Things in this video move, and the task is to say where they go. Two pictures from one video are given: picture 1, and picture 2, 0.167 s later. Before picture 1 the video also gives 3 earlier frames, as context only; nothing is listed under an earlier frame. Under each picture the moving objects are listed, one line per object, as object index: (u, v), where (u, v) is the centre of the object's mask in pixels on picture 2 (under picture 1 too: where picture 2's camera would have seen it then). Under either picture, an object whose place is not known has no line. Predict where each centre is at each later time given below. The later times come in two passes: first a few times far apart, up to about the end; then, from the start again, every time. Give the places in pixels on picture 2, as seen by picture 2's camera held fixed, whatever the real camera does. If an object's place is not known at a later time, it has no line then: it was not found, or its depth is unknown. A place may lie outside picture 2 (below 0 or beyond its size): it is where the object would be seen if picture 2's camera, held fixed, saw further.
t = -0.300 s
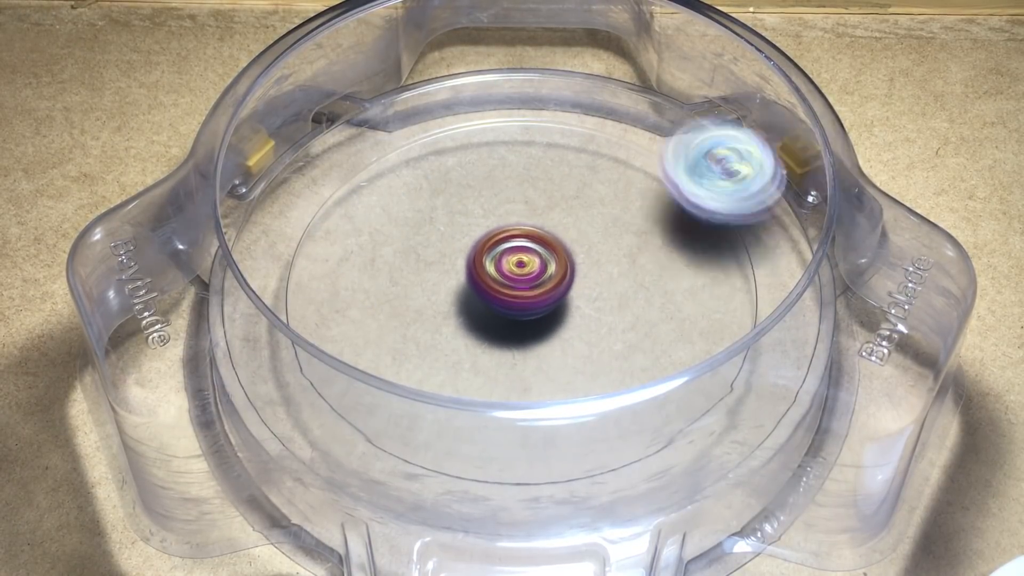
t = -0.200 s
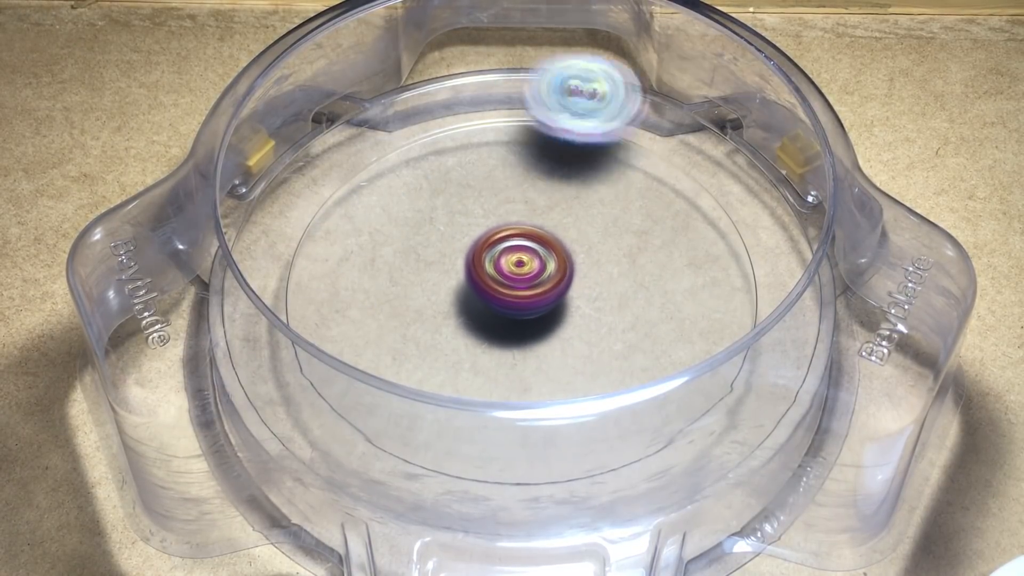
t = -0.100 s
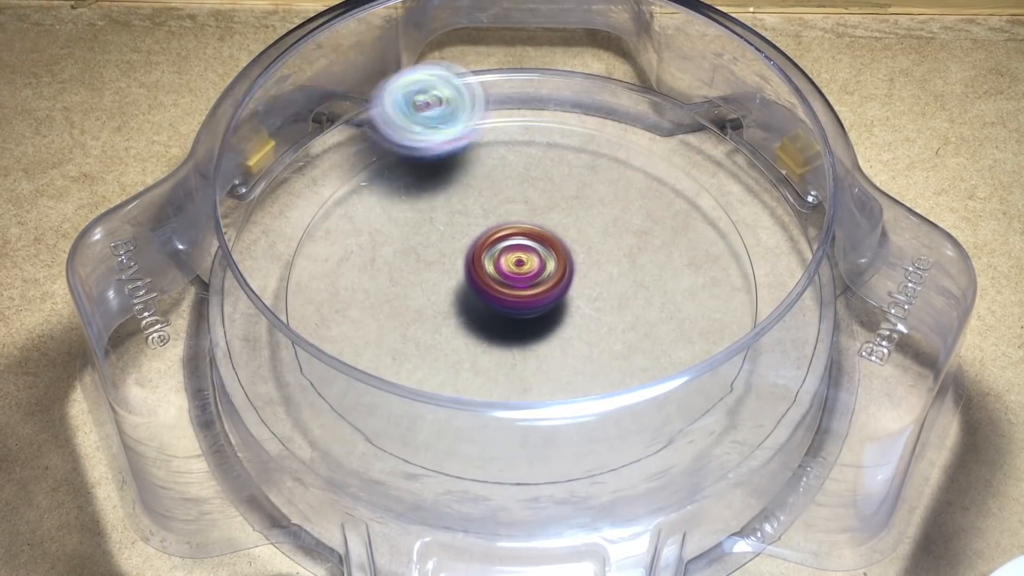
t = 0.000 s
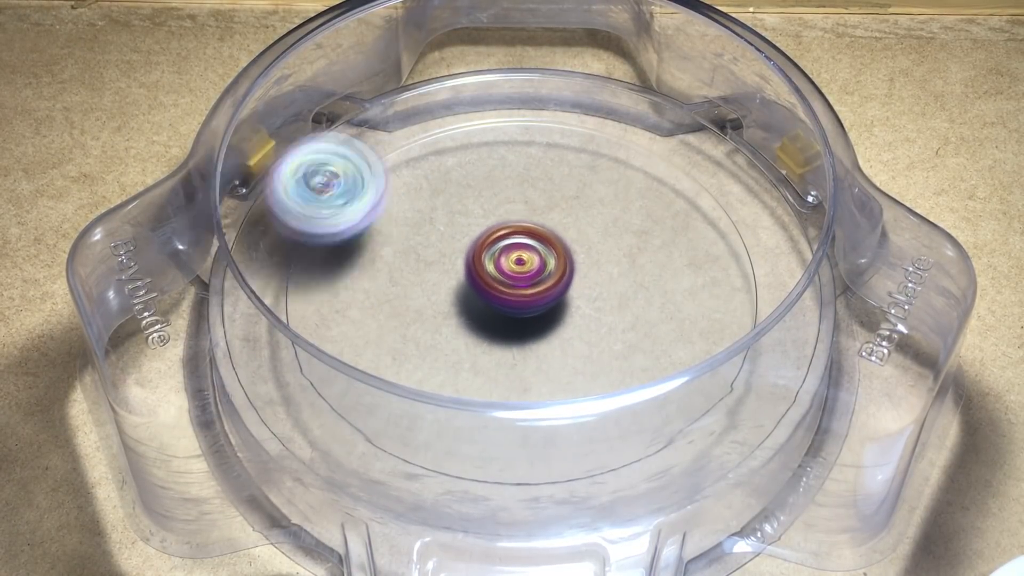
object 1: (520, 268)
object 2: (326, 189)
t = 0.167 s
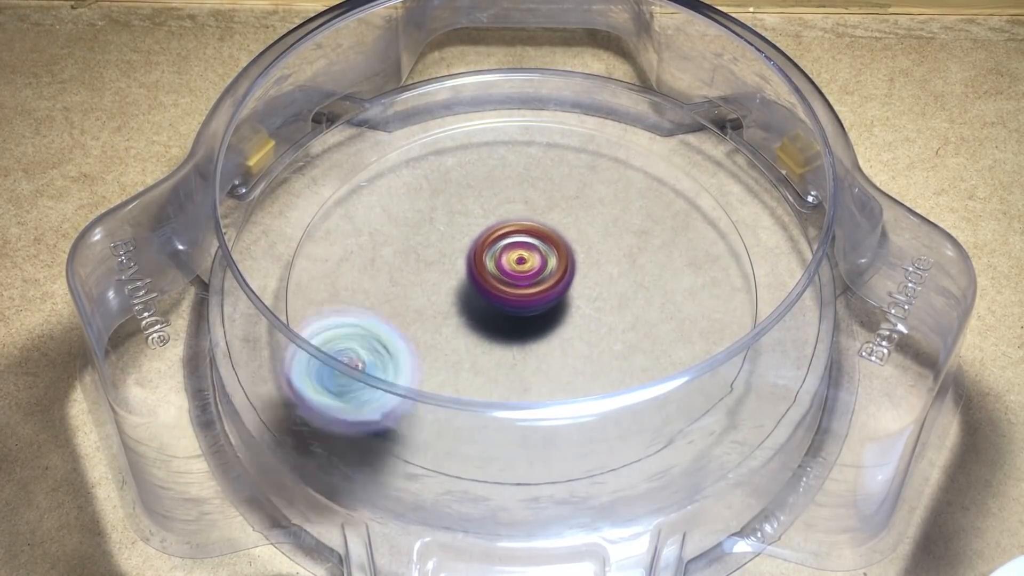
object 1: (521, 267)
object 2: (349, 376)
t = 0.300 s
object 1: (521, 265)
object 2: (547, 440)
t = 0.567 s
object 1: (523, 264)
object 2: (712, 169)
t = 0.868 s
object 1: (526, 266)
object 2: (329, 179)
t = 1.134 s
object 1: (527, 270)
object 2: (462, 427)
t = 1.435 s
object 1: (528, 271)
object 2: (745, 215)
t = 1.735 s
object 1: (525, 271)
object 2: (431, 111)
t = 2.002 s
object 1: (525, 270)
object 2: (350, 321)
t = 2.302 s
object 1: (520, 270)
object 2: (634, 341)
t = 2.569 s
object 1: (514, 265)
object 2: (569, 177)
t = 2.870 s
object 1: (522, 266)
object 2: (379, 262)
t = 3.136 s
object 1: (542, 253)
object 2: (517, 354)
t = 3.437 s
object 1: (549, 224)
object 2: (567, 318)
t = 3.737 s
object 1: (553, 148)
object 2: (515, 359)
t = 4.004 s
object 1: (536, 192)
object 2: (530, 320)
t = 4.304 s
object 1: (589, 163)
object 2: (442, 328)
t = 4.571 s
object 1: (566, 221)
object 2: (492, 292)
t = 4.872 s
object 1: (572, 277)
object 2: (450, 272)
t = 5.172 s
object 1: (545, 342)
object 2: (498, 250)
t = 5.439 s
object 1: (518, 347)
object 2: (535, 253)
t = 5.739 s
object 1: (469, 305)
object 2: (556, 248)
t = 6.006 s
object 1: (429, 242)
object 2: (565, 249)
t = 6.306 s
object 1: (446, 214)
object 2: (536, 271)
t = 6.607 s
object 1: (527, 212)
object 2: (531, 309)
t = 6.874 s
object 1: (623, 228)
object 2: (515, 306)
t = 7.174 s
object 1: (628, 250)
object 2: (498, 272)
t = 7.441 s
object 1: (576, 316)
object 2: (485, 234)
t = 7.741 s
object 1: (475, 363)
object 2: (490, 222)
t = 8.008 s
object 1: (466, 343)
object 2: (529, 239)
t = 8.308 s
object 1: (389, 273)
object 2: (625, 249)
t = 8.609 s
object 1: (457, 200)
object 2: (589, 284)
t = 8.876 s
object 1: (534, 173)
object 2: (533, 281)
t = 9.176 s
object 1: (617, 182)
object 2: (506, 258)
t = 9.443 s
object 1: (653, 258)
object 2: (533, 247)
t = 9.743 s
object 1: (635, 353)
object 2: (547, 275)
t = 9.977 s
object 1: (581, 398)
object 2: (504, 287)
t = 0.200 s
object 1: (521, 266)
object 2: (389, 402)
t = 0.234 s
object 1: (521, 266)
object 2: (433, 420)
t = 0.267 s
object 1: (521, 266)
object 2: (488, 437)
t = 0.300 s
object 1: (521, 265)
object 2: (547, 440)
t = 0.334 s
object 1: (521, 264)
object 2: (612, 433)
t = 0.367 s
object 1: (521, 264)
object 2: (662, 406)
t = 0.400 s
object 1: (522, 264)
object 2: (708, 375)
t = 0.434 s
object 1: (522, 264)
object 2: (739, 341)
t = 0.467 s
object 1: (522, 264)
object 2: (751, 294)
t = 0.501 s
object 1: (523, 264)
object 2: (750, 253)
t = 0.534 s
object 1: (523, 264)
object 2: (738, 209)
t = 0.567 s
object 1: (523, 264)
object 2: (712, 169)
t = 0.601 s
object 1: (522, 265)
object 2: (674, 136)
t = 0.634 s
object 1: (523, 265)
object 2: (629, 114)
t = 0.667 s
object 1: (523, 265)
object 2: (580, 102)
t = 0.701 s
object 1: (523, 265)
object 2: (532, 97)
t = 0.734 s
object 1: (524, 266)
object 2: (484, 100)
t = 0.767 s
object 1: (524, 266)
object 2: (437, 110)
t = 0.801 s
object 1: (525, 266)
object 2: (393, 128)
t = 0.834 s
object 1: (526, 266)
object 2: (358, 150)
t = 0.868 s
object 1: (526, 266)
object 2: (329, 179)
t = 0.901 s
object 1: (526, 266)
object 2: (308, 213)
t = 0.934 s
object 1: (527, 266)
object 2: (299, 250)
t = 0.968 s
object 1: (527, 266)
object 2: (301, 285)
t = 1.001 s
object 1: (527, 267)
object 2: (313, 323)
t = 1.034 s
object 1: (527, 267)
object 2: (339, 355)
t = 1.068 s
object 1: (527, 268)
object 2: (372, 389)
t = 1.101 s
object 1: (527, 269)
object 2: (414, 415)
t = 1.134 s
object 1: (527, 270)
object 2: (462, 427)
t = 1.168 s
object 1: (528, 271)
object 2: (509, 441)
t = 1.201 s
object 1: (528, 271)
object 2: (568, 441)
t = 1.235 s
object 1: (528, 271)
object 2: (619, 429)
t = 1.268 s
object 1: (528, 271)
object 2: (669, 407)
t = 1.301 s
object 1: (529, 271)
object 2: (707, 371)
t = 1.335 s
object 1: (529, 271)
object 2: (731, 338)
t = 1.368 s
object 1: (529, 271)
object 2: (738, 289)
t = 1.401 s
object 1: (529, 271)
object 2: (749, 255)
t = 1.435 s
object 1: (528, 271)
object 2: (745, 215)
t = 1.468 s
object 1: (528, 271)
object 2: (729, 185)
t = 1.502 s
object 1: (528, 271)
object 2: (697, 159)
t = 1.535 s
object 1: (527, 271)
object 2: (663, 136)
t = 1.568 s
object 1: (527, 270)
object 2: (628, 117)
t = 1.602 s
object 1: (527, 271)
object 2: (590, 105)
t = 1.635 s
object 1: (526, 271)
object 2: (553, 96)
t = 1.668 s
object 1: (526, 271)
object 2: (511, 95)
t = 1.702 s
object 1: (525, 272)
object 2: (470, 101)
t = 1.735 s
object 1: (525, 271)
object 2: (431, 111)
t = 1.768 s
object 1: (524, 272)
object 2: (396, 129)
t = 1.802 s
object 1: (524, 272)
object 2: (367, 151)
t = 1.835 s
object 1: (524, 272)
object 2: (343, 178)
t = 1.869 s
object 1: (524, 271)
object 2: (323, 207)
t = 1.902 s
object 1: (524, 271)
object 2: (315, 238)
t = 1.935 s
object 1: (524, 271)
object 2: (316, 271)
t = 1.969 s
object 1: (525, 270)
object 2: (329, 299)
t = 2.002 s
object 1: (525, 270)
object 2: (350, 321)
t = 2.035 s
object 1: (525, 270)
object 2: (369, 355)
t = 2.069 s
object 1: (525, 269)
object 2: (399, 372)
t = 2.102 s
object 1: (525, 268)
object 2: (428, 385)
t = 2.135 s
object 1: (525, 268)
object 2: (460, 389)
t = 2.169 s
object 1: (524, 268)
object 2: (499, 392)
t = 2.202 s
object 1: (523, 269)
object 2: (540, 372)
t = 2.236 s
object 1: (522, 269)
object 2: (575, 366)
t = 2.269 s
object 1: (521, 269)
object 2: (607, 357)
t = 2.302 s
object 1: (520, 270)
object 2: (634, 341)
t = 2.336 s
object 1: (519, 270)
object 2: (653, 320)
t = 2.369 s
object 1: (518, 270)
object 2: (662, 295)
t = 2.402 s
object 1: (517, 269)
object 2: (662, 272)
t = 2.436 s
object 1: (516, 268)
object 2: (654, 246)
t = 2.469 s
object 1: (516, 267)
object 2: (641, 224)
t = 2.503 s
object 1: (515, 267)
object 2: (621, 204)
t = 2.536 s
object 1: (514, 266)
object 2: (597, 189)
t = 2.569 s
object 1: (514, 265)
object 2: (569, 177)
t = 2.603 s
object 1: (514, 263)
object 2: (540, 170)
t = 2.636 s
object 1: (514, 262)
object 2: (510, 167)
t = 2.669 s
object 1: (514, 262)
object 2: (479, 170)
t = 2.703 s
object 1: (516, 262)
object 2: (451, 176)
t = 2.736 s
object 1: (517, 262)
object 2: (424, 187)
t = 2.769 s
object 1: (518, 262)
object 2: (404, 200)
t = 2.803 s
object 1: (520, 263)
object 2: (388, 220)
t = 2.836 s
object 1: (522, 264)
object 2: (379, 240)
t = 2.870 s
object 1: (522, 266)
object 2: (379, 262)
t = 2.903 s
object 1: (522, 267)
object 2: (384, 283)
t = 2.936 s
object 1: (522, 267)
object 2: (397, 301)
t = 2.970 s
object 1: (521, 267)
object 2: (417, 319)
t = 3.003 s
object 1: (522, 266)
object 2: (439, 331)
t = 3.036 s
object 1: (525, 263)
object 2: (460, 339)
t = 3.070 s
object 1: (533, 258)
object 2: (480, 348)
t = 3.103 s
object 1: (538, 256)
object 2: (499, 353)
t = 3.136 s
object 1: (542, 253)
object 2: (517, 354)
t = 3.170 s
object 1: (545, 251)
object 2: (534, 352)
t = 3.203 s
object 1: (547, 249)
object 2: (548, 348)
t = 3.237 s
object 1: (548, 248)
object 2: (558, 340)
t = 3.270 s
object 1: (550, 243)
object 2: (565, 334)
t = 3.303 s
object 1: (550, 239)
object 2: (569, 329)
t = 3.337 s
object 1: (551, 233)
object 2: (571, 326)
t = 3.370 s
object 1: (550, 229)
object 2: (571, 325)
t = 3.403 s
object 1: (550, 226)
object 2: (570, 322)
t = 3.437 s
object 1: (549, 224)
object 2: (567, 318)
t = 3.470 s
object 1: (549, 222)
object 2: (565, 313)
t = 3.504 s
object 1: (549, 219)
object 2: (561, 312)
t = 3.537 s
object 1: (549, 217)
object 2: (558, 310)
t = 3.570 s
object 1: (548, 216)
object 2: (553, 309)
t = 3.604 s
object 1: (551, 197)
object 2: (544, 324)
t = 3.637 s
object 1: (554, 178)
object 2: (535, 340)
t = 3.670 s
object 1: (554, 162)
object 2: (527, 350)
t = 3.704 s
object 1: (554, 154)
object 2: (520, 357)
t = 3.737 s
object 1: (553, 148)
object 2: (515, 359)
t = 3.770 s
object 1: (552, 148)
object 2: (512, 358)
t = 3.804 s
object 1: (549, 150)
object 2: (512, 358)
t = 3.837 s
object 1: (546, 154)
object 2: (514, 350)
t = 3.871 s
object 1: (544, 159)
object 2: (520, 344)
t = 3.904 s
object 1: (541, 166)
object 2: (525, 338)
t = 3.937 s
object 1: (539, 174)
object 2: (530, 332)
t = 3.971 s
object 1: (537, 183)
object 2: (532, 326)
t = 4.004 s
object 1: (536, 192)
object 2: (530, 320)
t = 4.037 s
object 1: (535, 203)
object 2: (524, 312)
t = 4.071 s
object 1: (534, 212)
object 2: (515, 303)
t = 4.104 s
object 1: (546, 202)
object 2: (497, 310)
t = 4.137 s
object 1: (561, 184)
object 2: (477, 321)
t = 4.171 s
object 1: (573, 171)
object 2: (463, 329)
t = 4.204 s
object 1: (582, 163)
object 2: (453, 332)
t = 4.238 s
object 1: (588, 160)
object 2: (446, 333)
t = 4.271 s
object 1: (590, 161)
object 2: (443, 331)
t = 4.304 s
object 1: (589, 163)
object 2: (442, 328)
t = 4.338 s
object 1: (588, 168)
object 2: (444, 326)
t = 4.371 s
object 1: (586, 175)
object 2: (448, 321)
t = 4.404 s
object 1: (583, 182)
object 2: (453, 315)
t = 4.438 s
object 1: (579, 190)
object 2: (460, 312)
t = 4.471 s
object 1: (575, 198)
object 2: (468, 306)
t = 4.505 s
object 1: (572, 206)
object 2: (478, 301)
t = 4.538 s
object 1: (568, 213)
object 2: (486, 296)
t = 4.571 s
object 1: (566, 221)
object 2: (492, 292)
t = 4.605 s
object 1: (571, 223)
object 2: (488, 293)
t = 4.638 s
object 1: (574, 227)
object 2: (482, 293)
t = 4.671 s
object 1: (575, 233)
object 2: (474, 294)
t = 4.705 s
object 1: (577, 238)
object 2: (468, 295)
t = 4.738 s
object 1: (577, 244)
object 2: (464, 293)
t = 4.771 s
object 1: (577, 251)
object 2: (459, 289)
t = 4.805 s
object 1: (576, 259)
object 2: (456, 283)
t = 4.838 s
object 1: (574, 268)
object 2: (451, 277)
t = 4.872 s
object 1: (572, 277)
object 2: (450, 272)
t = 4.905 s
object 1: (570, 286)
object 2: (450, 268)
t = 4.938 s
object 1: (568, 295)
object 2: (453, 262)
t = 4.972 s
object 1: (565, 304)
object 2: (458, 257)
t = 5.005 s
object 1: (562, 313)
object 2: (464, 252)
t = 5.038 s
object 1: (559, 321)
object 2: (470, 248)
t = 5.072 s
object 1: (555, 328)
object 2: (476, 247)
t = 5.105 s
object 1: (551, 334)
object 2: (483, 247)
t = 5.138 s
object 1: (548, 338)
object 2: (491, 248)
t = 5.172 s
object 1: (545, 342)
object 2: (498, 250)
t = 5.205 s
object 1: (541, 344)
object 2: (505, 251)
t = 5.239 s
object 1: (538, 345)
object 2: (510, 253)
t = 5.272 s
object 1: (536, 348)
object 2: (515, 255)
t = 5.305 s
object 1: (533, 351)
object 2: (520, 253)
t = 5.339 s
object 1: (529, 352)
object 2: (526, 253)
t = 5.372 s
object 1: (525, 351)
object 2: (530, 252)
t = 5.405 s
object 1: (522, 350)
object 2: (532, 252)
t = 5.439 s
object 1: (518, 347)
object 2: (535, 253)
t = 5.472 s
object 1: (515, 345)
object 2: (538, 254)
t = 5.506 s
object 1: (510, 343)
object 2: (543, 254)
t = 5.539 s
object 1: (504, 340)
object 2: (545, 252)
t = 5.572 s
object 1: (498, 336)
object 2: (547, 252)
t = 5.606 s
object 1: (491, 331)
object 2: (550, 251)
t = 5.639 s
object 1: (485, 326)
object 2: (553, 250)
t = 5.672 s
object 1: (480, 319)
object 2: (554, 248)
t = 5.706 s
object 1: (474, 313)
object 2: (554, 248)
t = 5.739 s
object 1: (469, 305)
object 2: (556, 248)
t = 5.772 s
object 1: (461, 298)
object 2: (561, 247)
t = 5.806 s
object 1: (453, 290)
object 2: (564, 246)
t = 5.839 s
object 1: (446, 282)
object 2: (565, 246)
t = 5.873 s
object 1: (441, 274)
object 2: (568, 246)
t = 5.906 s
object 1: (437, 266)
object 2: (569, 247)
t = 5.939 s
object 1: (434, 257)
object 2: (568, 247)
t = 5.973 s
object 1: (432, 250)
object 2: (567, 248)
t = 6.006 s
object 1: (429, 242)
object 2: (565, 249)
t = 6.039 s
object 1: (428, 236)
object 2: (564, 251)
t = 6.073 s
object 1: (427, 229)
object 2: (561, 252)
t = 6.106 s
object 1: (428, 225)
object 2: (557, 255)
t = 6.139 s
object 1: (429, 222)
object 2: (555, 258)
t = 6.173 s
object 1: (431, 220)
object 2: (553, 260)
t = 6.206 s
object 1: (434, 218)
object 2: (547, 263)
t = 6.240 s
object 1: (438, 216)
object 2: (543, 265)
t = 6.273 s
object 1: (442, 216)
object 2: (539, 269)
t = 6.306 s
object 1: (446, 214)
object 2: (536, 271)
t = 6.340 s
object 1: (450, 213)
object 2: (530, 277)
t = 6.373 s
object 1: (456, 211)
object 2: (530, 283)
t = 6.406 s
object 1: (463, 210)
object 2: (531, 289)
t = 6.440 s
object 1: (472, 209)
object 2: (529, 295)
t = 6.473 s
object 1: (481, 208)
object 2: (529, 299)
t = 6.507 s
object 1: (491, 209)
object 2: (531, 303)
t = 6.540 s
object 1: (503, 209)
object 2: (530, 305)
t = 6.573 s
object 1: (514, 209)
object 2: (529, 308)
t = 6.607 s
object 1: (527, 212)
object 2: (531, 309)
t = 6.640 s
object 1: (540, 213)
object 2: (529, 310)
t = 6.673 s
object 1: (553, 215)
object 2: (528, 311)
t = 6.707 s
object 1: (567, 218)
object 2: (527, 312)
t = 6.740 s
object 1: (579, 220)
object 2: (525, 312)
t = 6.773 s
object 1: (591, 222)
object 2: (522, 311)
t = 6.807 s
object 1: (603, 224)
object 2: (521, 310)
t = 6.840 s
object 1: (613, 226)
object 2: (519, 308)
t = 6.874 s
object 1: (623, 228)
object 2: (515, 306)
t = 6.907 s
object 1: (629, 229)
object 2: (514, 303)
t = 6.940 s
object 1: (633, 232)
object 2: (511, 300)
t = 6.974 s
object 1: (637, 233)
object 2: (508, 297)
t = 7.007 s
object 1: (638, 235)
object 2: (507, 293)
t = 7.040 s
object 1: (637, 237)
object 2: (504, 288)
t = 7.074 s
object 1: (635, 240)
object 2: (502, 284)
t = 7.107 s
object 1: (633, 244)
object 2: (501, 280)
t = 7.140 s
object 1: (631, 246)
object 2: (499, 276)
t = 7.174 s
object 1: (628, 250)
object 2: (498, 272)
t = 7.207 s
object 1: (624, 255)
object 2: (498, 268)
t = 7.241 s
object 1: (619, 261)
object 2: (496, 264)
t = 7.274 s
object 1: (615, 267)
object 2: (497, 260)
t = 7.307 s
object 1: (609, 273)
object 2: (498, 257)
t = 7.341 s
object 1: (602, 282)
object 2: (495, 251)
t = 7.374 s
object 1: (596, 292)
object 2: (494, 246)
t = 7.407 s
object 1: (587, 305)
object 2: (490, 240)
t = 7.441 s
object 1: (576, 316)
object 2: (485, 234)
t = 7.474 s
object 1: (565, 328)
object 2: (484, 231)
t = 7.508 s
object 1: (550, 338)
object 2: (482, 227)
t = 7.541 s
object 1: (537, 347)
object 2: (481, 225)
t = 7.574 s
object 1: (523, 353)
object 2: (482, 223)
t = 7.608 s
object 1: (512, 357)
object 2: (481, 221)
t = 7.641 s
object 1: (499, 361)
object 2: (482, 222)
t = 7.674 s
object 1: (490, 362)
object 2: (485, 220)
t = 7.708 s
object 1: (482, 363)
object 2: (486, 222)
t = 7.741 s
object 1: (475, 363)
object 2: (490, 222)
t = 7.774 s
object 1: (470, 363)
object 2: (491, 222)
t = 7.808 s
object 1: (467, 363)
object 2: (497, 224)
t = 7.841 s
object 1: (466, 361)
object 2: (502, 224)
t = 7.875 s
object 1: (466, 360)
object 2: (505, 228)
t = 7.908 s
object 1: (466, 357)
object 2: (512, 230)
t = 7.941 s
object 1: (467, 353)
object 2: (516, 233)
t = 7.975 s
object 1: (466, 350)
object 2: (523, 238)
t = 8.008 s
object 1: (466, 343)
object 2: (529, 239)
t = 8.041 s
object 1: (464, 337)
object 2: (534, 245)
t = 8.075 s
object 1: (462, 328)
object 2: (540, 249)
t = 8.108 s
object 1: (460, 319)
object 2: (546, 254)
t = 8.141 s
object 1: (436, 314)
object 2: (571, 252)
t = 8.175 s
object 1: (416, 306)
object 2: (590, 245)
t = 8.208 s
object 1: (401, 296)
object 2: (606, 246)
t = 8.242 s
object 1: (392, 287)
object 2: (615, 245)
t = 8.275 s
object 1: (389, 279)
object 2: (622, 248)
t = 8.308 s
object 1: (389, 273)
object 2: (625, 249)
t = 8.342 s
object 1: (392, 265)
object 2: (627, 253)
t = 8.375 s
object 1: (396, 257)
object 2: (628, 253)
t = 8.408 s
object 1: (401, 249)
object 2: (626, 258)
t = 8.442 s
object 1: (409, 241)
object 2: (624, 260)
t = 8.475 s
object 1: (417, 234)
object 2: (618, 265)
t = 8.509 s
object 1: (426, 227)
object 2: (614, 269)
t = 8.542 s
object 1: (436, 217)
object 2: (606, 275)
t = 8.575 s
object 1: (447, 209)
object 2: (599, 279)
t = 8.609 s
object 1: (457, 200)
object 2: (589, 284)
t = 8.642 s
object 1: (470, 194)
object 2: (580, 286)
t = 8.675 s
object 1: (482, 187)
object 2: (571, 289)
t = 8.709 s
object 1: (492, 182)
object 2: (563, 290)
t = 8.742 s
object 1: (502, 178)
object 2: (556, 290)
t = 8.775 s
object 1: (511, 175)
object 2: (549, 289)
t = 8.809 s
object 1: (519, 173)
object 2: (543, 287)
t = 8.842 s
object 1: (526, 173)
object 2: (538, 285)
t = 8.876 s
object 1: (534, 173)
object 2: (533, 281)
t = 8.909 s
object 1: (540, 173)
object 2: (529, 278)
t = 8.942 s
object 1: (546, 175)
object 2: (525, 274)
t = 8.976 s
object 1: (551, 178)
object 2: (523, 269)
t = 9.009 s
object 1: (563, 178)
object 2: (519, 270)
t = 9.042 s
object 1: (575, 173)
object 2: (511, 269)
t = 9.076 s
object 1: (588, 173)
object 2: (506, 265)
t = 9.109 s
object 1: (600, 174)
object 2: (505, 264)
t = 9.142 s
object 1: (610, 178)
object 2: (505, 261)
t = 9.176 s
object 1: (617, 182)
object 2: (506, 258)
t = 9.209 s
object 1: (622, 188)
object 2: (508, 255)
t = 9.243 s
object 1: (626, 195)
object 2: (511, 252)
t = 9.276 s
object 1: (630, 204)
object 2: (517, 249)
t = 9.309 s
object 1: (631, 213)
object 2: (523, 247)
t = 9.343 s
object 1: (634, 223)
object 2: (527, 246)
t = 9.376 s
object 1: (639, 234)
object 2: (527, 246)
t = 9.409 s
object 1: (646, 246)
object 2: (529, 247)
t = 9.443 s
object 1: (653, 258)
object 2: (533, 247)
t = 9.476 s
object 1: (657, 268)
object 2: (539, 249)
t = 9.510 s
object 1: (657, 281)
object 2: (545, 253)
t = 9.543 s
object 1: (657, 292)
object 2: (550, 258)
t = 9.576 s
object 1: (655, 304)
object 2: (551, 262)
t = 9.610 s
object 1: (651, 314)
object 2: (553, 265)
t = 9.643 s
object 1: (646, 325)
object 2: (554, 268)
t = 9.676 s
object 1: (639, 334)
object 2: (556, 273)
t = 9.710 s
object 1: (636, 343)
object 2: (551, 274)
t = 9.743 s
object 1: (635, 353)
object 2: (547, 275)
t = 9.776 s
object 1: (630, 361)
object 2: (544, 276)
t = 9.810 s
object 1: (632, 387)
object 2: (538, 278)
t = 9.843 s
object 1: (621, 391)
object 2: (530, 281)
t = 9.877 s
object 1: (614, 410)
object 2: (524, 283)
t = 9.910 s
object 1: (606, 412)
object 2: (518, 285)
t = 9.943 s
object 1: (598, 415)
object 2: (512, 286)
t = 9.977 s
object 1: (581, 398)
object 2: (504, 287)
